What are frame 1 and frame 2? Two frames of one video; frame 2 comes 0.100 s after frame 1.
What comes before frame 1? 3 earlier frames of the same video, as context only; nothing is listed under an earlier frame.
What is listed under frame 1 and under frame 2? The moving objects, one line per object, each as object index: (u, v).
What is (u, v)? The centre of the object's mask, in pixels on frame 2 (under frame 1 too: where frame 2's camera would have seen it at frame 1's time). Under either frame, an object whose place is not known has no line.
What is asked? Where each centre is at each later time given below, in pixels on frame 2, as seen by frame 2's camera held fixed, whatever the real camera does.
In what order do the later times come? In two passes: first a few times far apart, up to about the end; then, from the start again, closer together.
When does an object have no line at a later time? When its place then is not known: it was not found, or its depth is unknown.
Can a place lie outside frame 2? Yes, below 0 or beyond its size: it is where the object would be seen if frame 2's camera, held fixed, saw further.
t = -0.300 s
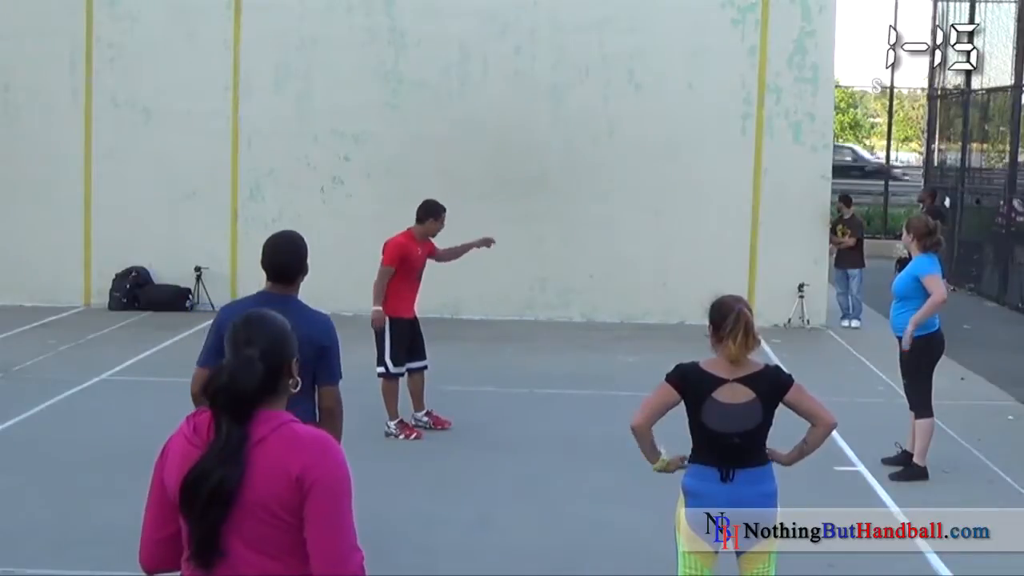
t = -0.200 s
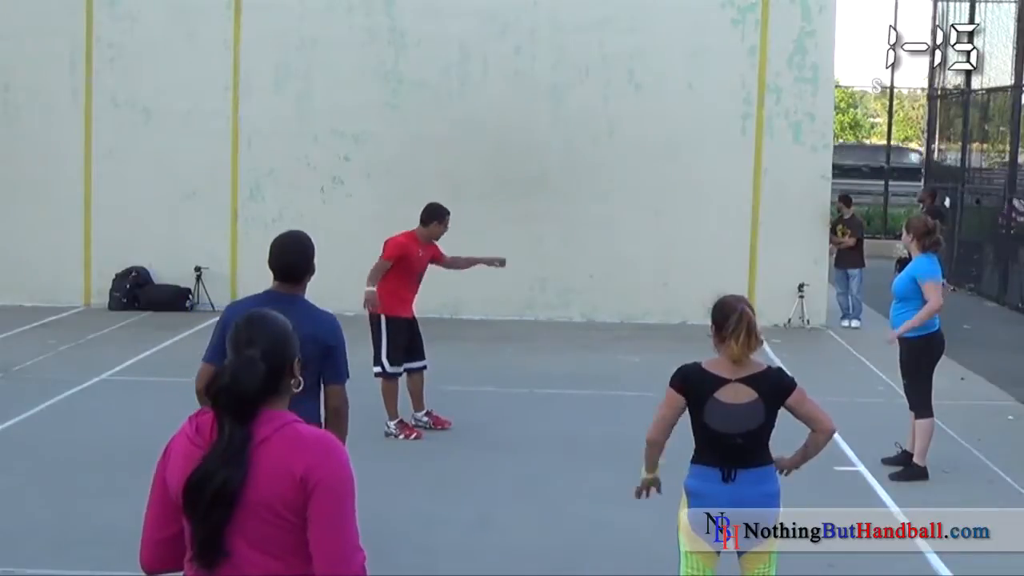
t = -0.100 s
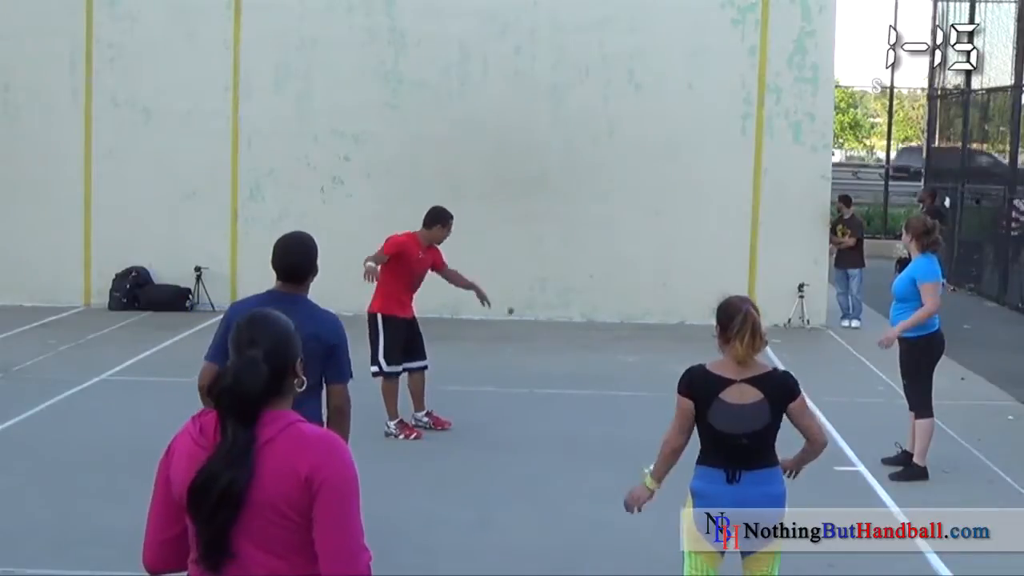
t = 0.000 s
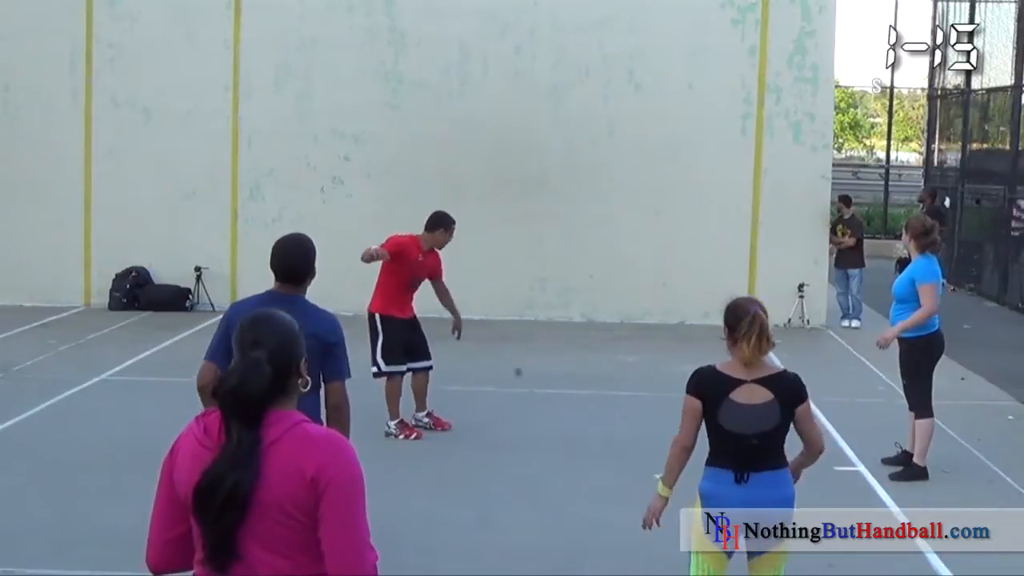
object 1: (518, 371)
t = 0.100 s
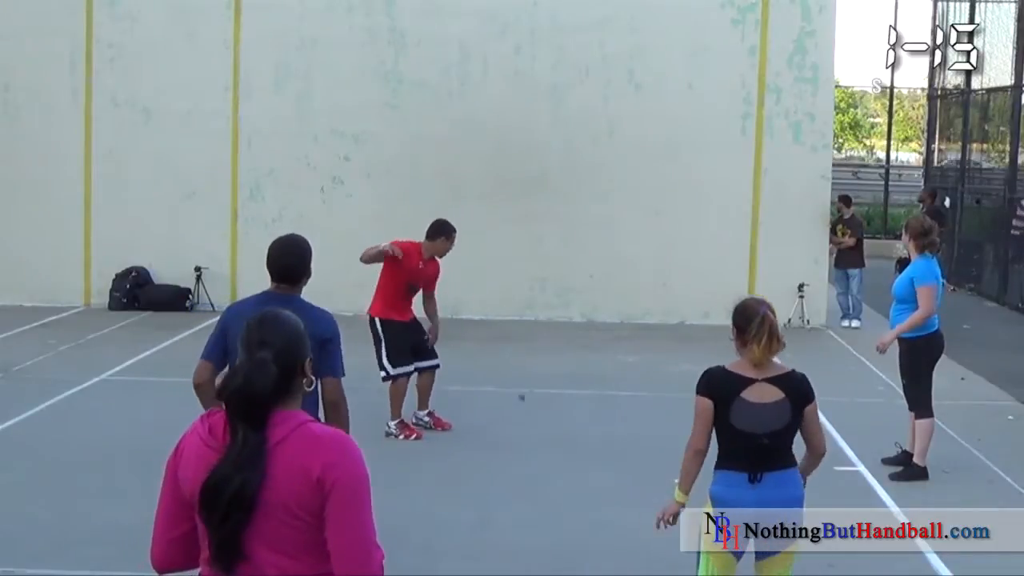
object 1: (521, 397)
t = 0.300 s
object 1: (522, 299)
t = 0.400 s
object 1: (522, 269)
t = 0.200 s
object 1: (522, 342)
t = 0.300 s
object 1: (522, 299)
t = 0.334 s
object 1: (522, 288)
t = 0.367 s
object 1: (522, 278)
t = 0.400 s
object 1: (522, 269)
